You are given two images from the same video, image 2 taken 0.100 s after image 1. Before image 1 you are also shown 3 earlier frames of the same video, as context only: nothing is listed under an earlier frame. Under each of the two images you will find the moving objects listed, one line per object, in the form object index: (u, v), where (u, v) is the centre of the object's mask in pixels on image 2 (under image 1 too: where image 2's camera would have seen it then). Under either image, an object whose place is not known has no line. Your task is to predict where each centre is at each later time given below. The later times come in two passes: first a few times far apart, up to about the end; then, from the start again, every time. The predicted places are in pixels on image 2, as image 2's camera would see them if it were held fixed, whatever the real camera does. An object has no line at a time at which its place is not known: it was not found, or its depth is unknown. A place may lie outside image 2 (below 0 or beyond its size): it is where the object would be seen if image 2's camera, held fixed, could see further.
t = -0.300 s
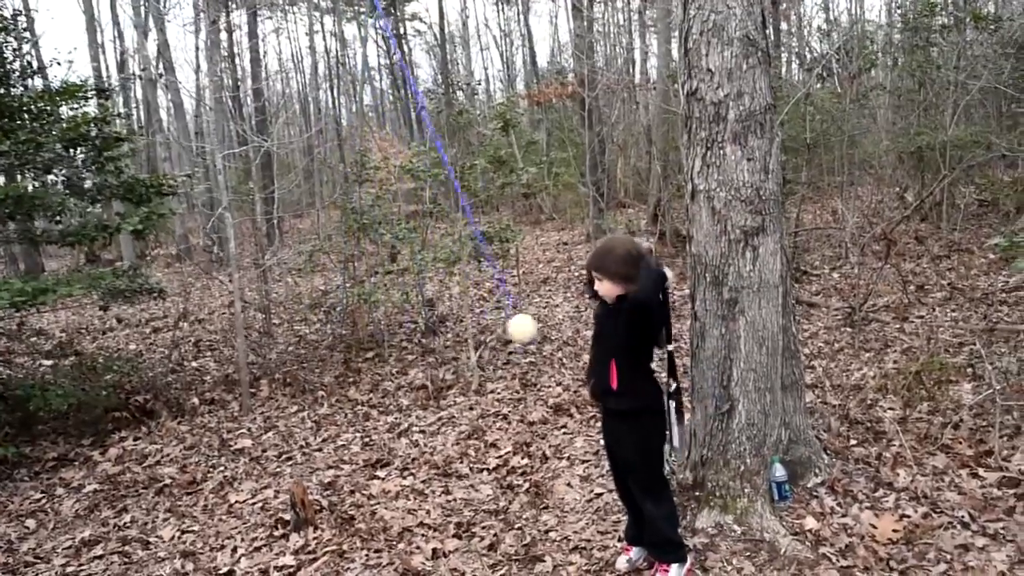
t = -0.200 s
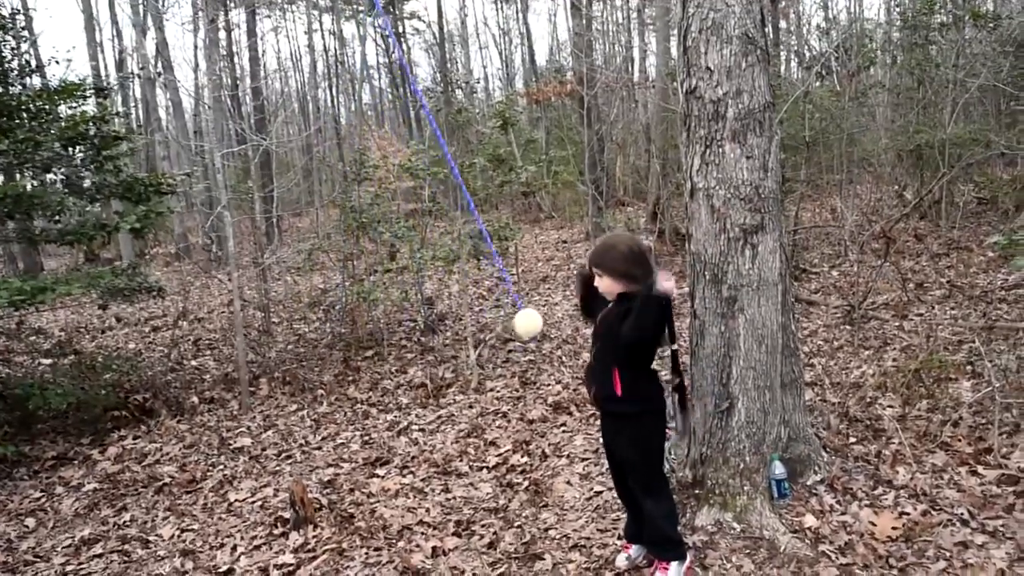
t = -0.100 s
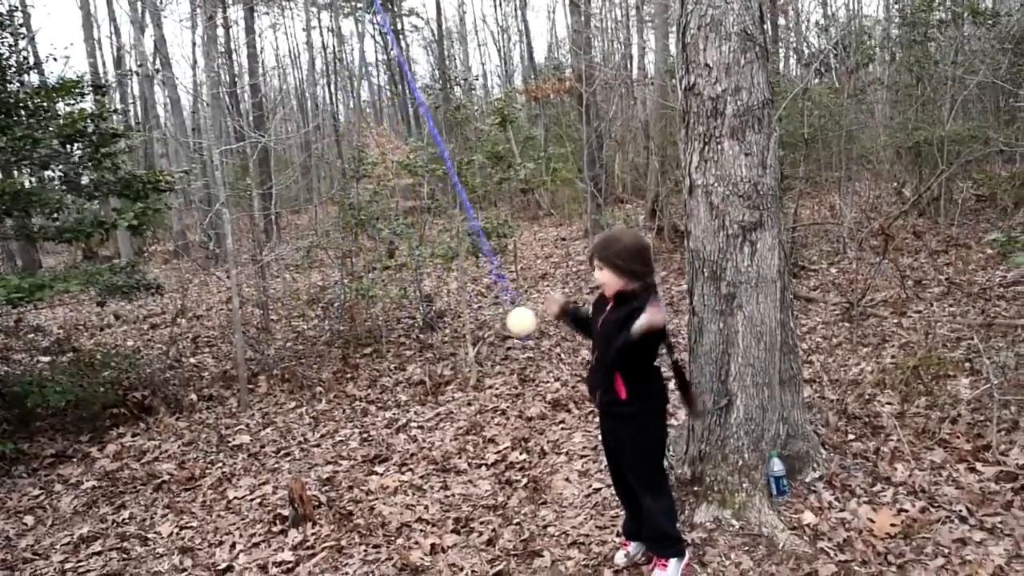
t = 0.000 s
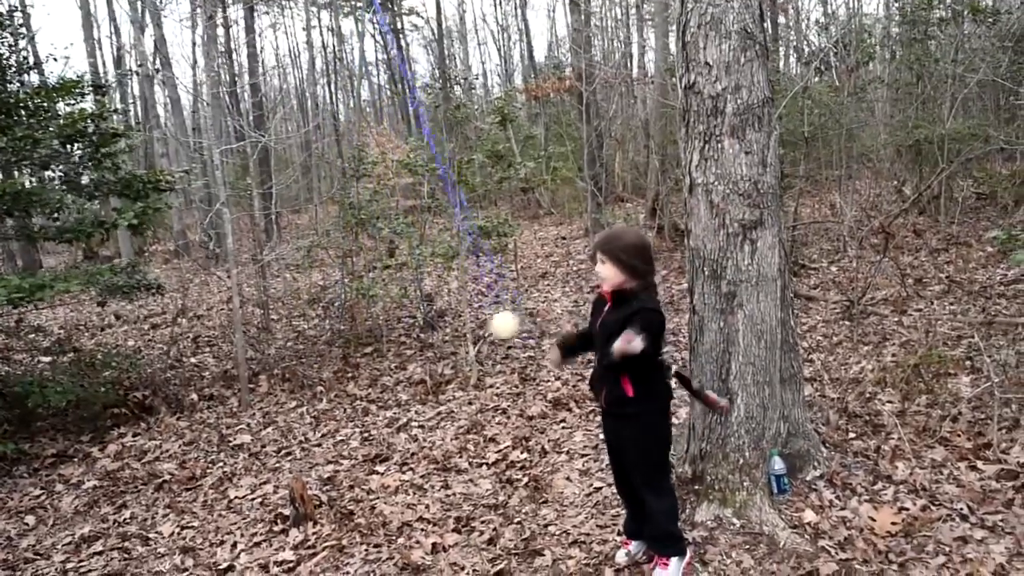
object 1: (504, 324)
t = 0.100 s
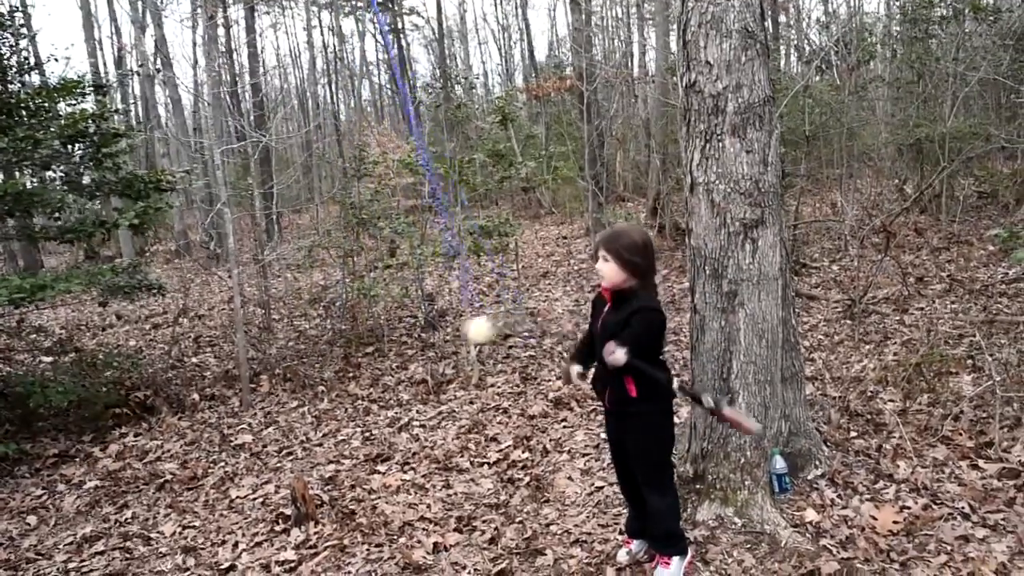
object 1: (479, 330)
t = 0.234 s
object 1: (433, 333)
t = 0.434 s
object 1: (361, 328)
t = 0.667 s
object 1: (305, 317)
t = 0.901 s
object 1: (298, 325)
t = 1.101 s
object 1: (336, 344)
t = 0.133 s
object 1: (468, 331)
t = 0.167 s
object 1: (457, 333)
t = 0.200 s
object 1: (445, 333)
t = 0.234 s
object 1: (433, 333)
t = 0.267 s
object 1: (421, 333)
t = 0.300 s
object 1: (409, 332)
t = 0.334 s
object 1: (396, 332)
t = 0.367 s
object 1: (384, 330)
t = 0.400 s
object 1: (371, 329)
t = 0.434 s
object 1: (361, 328)
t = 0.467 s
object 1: (350, 325)
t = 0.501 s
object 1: (342, 325)
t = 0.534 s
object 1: (334, 323)
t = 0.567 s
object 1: (325, 320)
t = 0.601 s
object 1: (318, 318)
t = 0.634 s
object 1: (311, 319)
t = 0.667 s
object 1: (305, 317)
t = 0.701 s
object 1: (300, 318)
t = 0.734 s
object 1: (297, 318)
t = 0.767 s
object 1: (295, 319)
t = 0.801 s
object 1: (294, 320)
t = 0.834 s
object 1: (294, 321)
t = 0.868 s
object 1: (295, 323)
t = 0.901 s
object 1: (298, 325)
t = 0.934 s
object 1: (302, 329)
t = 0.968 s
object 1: (306, 331)
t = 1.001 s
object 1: (312, 335)
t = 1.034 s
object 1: (319, 338)
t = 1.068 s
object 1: (327, 341)
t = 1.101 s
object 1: (336, 344)
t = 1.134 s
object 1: (348, 346)
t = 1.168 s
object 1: (358, 347)
